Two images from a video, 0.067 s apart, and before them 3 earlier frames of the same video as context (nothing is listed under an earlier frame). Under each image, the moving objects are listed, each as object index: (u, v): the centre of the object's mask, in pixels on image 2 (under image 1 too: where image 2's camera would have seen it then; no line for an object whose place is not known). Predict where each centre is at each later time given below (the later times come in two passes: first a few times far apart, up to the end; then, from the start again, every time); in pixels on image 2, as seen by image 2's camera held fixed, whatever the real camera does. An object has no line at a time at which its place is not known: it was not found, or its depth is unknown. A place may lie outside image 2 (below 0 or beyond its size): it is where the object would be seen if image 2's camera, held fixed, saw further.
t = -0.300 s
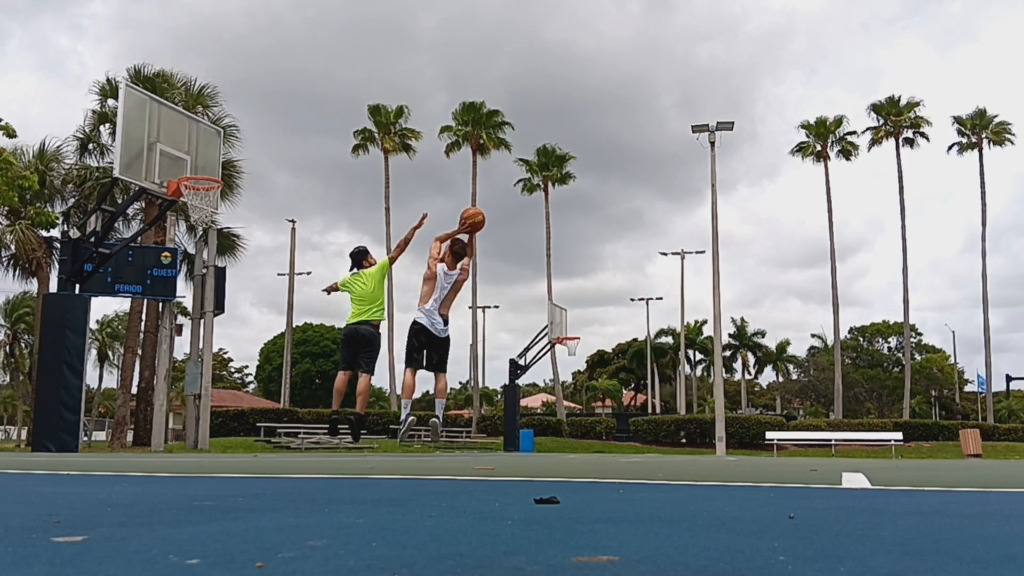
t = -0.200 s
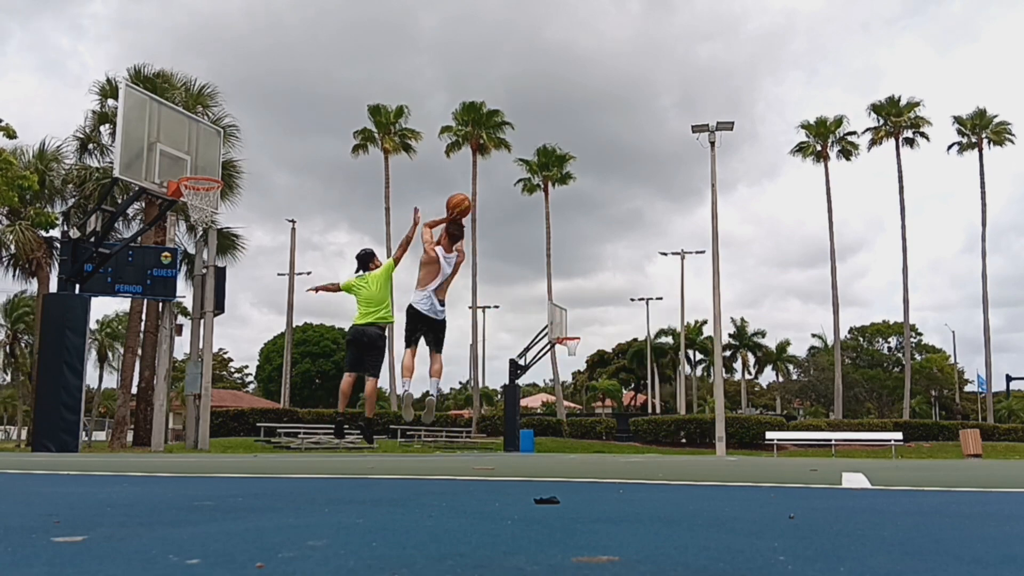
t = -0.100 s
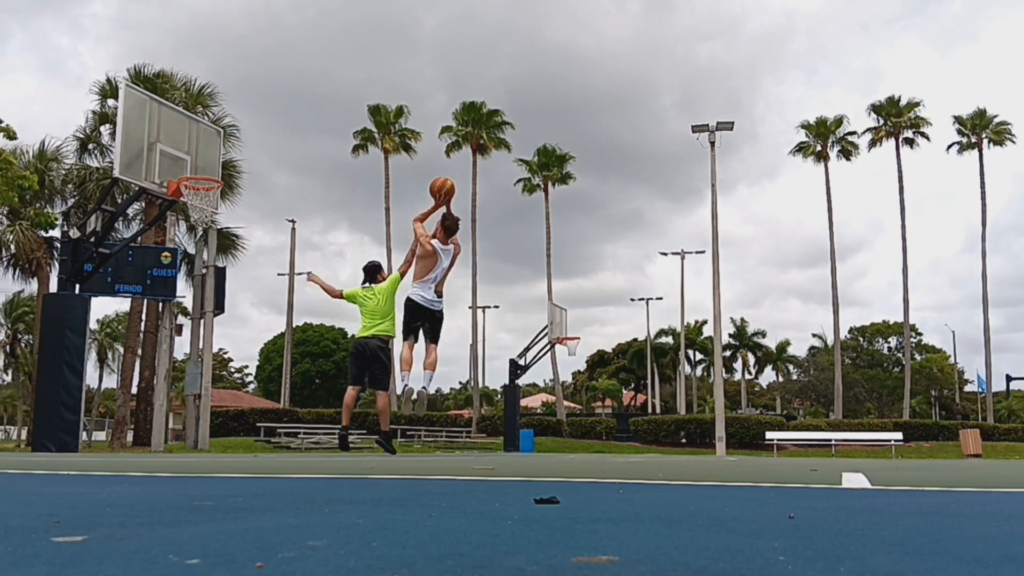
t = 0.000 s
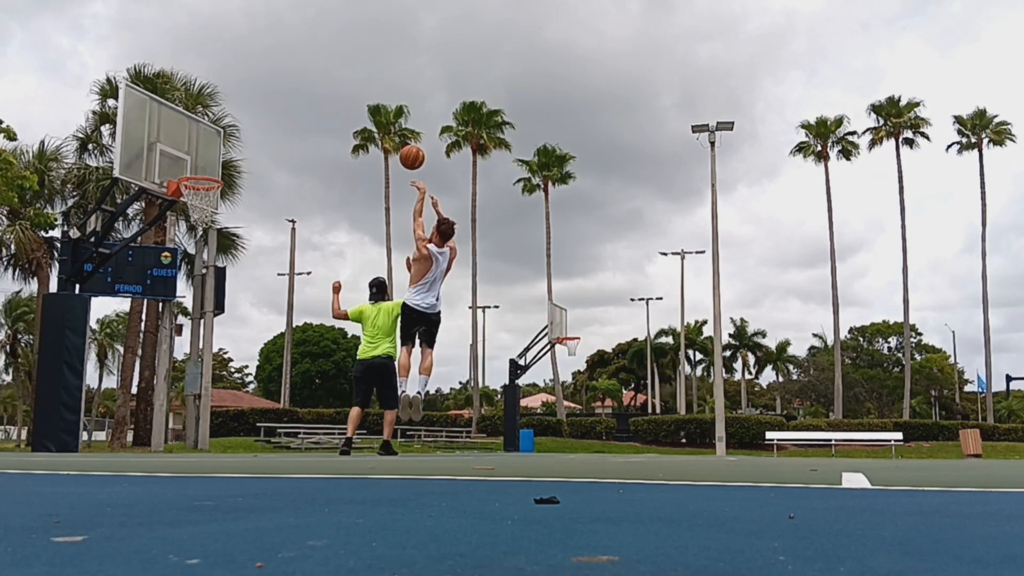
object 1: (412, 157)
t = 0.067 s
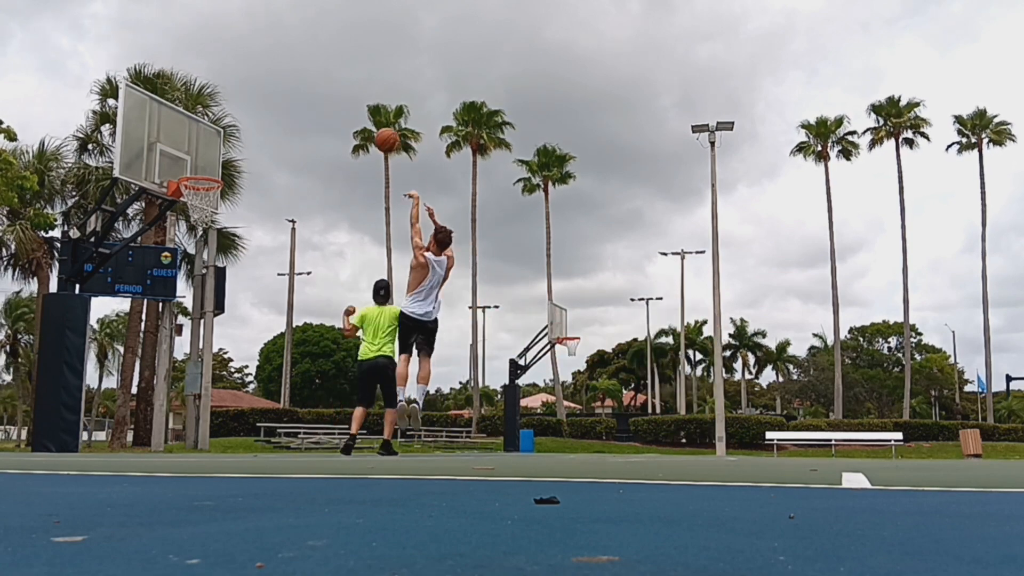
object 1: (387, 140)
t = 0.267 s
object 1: (316, 117)
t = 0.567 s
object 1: (224, 151)
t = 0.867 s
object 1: (210, 202)
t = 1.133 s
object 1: (191, 247)
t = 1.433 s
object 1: (166, 370)
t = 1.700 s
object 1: (149, 381)
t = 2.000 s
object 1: (134, 308)
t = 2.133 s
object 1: (128, 301)
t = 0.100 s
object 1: (374, 133)
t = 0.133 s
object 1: (362, 128)
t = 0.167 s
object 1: (350, 124)
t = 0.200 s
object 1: (339, 120)
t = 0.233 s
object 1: (327, 118)
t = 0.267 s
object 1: (316, 117)
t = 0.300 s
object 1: (305, 117)
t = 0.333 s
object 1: (294, 118)
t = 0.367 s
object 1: (284, 120)
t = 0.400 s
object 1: (274, 123)
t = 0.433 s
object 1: (264, 127)
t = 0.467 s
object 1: (253, 132)
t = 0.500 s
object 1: (243, 137)
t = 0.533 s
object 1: (234, 144)
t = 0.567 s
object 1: (224, 151)
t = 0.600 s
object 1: (214, 159)
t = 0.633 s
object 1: (205, 168)
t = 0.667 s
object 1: (196, 176)
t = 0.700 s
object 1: (198, 187)
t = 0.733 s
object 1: (205, 191)
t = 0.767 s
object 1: (214, 192)
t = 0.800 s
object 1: (215, 198)
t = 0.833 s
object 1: (213, 199)
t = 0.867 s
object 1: (210, 202)
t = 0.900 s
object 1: (208, 205)
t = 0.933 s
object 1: (206, 209)
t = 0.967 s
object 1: (204, 214)
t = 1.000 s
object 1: (201, 219)
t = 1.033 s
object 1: (199, 223)
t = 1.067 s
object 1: (197, 230)
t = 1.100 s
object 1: (194, 237)
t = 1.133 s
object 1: (191, 247)
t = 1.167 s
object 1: (188, 257)
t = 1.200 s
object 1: (186, 267)
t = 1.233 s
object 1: (183, 278)
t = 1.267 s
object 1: (180, 291)
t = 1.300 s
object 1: (177, 305)
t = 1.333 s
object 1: (174, 319)
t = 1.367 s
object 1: (172, 335)
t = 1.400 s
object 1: (169, 352)
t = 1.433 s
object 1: (166, 370)
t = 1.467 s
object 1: (163, 390)
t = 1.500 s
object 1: (159, 410)
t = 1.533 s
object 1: (156, 431)
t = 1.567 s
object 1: (154, 441)
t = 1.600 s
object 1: (152, 424)
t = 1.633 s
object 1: (151, 408)
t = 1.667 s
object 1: (149, 394)
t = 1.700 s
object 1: (149, 381)
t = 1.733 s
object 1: (147, 369)
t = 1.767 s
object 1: (146, 358)
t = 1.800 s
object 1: (144, 348)
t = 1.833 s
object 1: (143, 338)
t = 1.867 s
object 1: (141, 330)
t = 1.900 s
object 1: (140, 323)
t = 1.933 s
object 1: (138, 317)
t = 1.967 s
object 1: (137, 312)
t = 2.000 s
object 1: (134, 308)
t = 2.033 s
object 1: (133, 305)
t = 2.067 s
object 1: (132, 303)
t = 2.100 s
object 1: (129, 301)
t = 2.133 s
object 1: (128, 301)
